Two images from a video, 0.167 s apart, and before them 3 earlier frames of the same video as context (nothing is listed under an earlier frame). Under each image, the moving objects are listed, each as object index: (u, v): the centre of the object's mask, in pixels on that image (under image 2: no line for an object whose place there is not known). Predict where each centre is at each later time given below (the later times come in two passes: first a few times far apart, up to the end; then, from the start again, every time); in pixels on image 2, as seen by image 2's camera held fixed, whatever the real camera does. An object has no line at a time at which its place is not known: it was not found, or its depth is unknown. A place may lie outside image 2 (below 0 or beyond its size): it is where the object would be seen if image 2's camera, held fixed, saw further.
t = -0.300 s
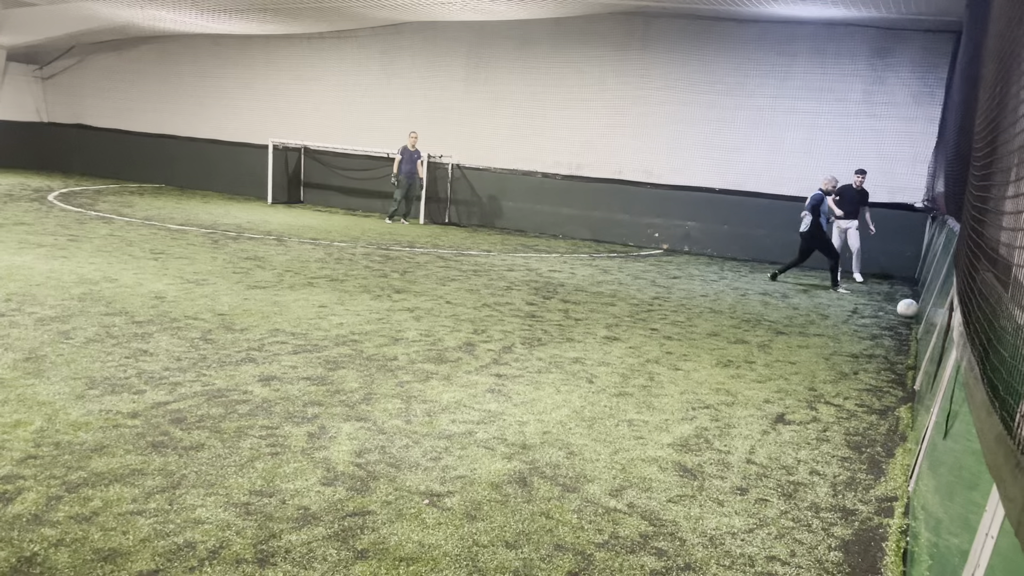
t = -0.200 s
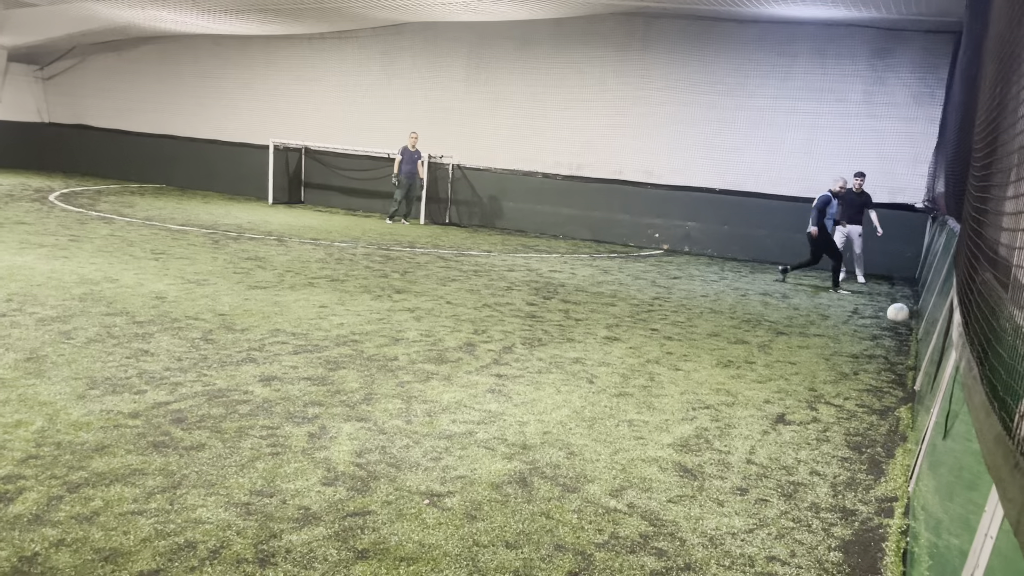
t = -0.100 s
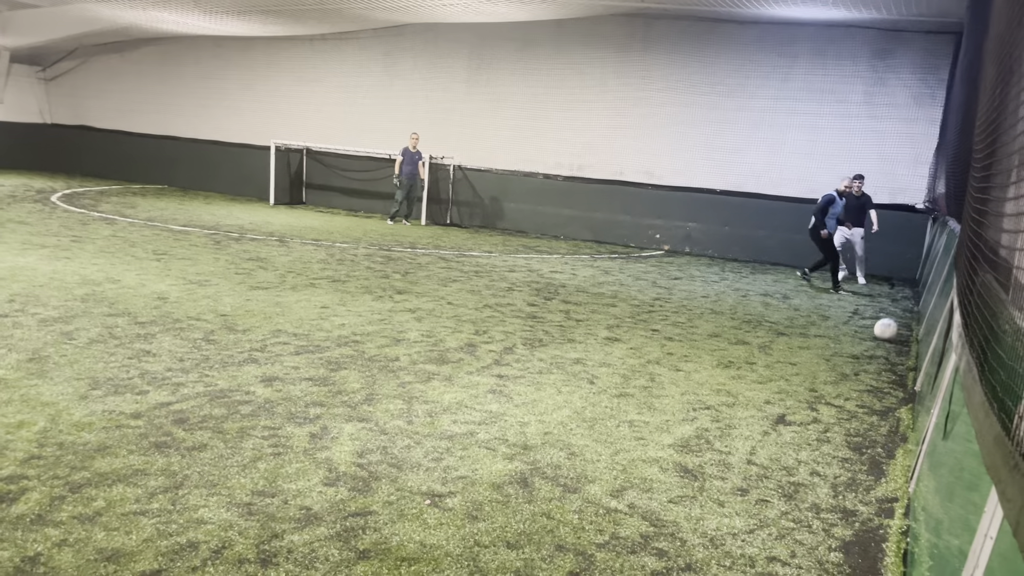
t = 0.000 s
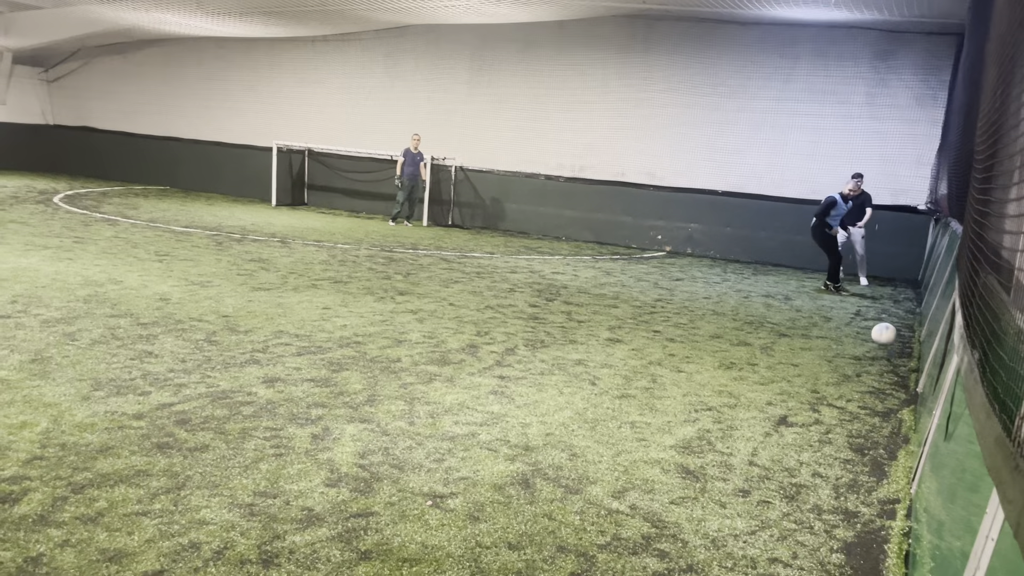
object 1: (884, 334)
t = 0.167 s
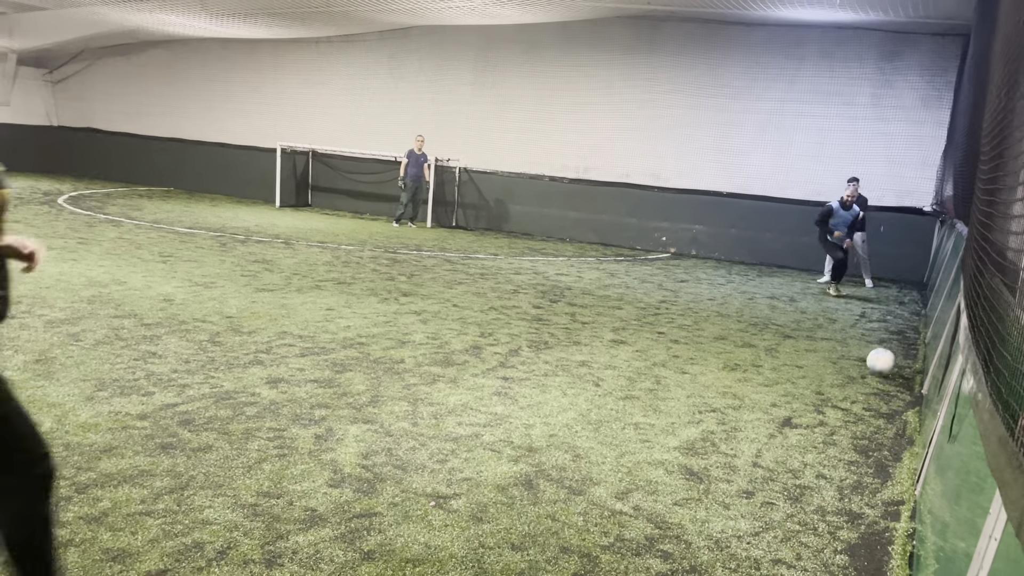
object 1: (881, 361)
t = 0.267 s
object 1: (876, 370)
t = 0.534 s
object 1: (856, 423)
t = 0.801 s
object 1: (826, 513)
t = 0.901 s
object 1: (808, 547)
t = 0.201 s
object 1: (878, 368)
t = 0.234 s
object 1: (877, 369)
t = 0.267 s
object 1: (876, 370)
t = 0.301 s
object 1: (874, 373)
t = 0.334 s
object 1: (871, 377)
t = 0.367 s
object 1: (869, 383)
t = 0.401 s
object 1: (867, 393)
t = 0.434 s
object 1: (863, 403)
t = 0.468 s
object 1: (860, 415)
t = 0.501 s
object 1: (858, 419)
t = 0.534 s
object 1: (856, 423)
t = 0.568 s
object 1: (854, 430)
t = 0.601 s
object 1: (850, 439)
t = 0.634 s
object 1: (847, 451)
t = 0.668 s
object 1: (843, 465)
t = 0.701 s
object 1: (840, 477)
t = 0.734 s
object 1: (835, 485)
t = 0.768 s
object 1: (831, 497)
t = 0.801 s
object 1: (826, 513)
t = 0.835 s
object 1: (820, 527)
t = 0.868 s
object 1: (814, 539)
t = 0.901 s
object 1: (808, 547)
